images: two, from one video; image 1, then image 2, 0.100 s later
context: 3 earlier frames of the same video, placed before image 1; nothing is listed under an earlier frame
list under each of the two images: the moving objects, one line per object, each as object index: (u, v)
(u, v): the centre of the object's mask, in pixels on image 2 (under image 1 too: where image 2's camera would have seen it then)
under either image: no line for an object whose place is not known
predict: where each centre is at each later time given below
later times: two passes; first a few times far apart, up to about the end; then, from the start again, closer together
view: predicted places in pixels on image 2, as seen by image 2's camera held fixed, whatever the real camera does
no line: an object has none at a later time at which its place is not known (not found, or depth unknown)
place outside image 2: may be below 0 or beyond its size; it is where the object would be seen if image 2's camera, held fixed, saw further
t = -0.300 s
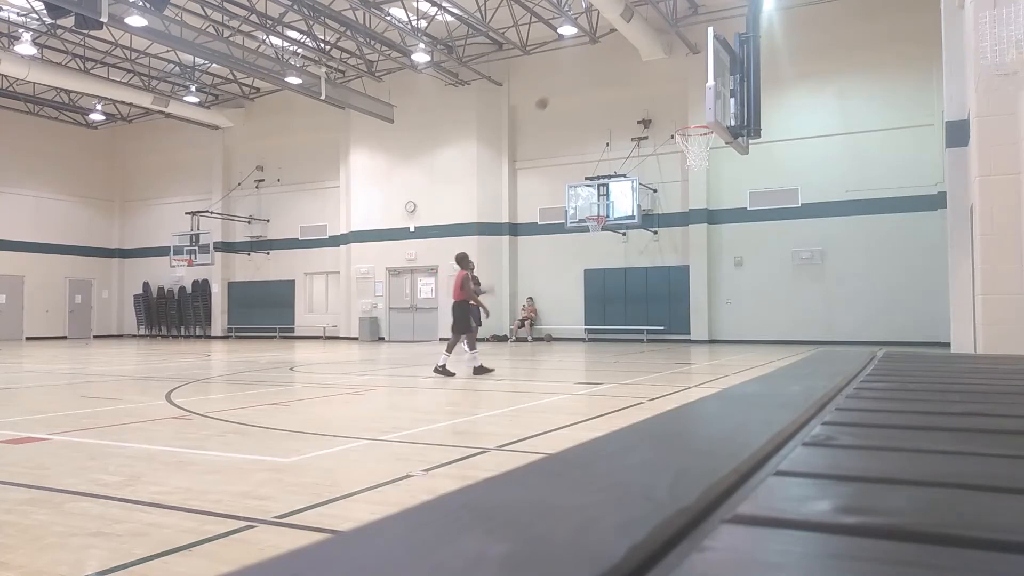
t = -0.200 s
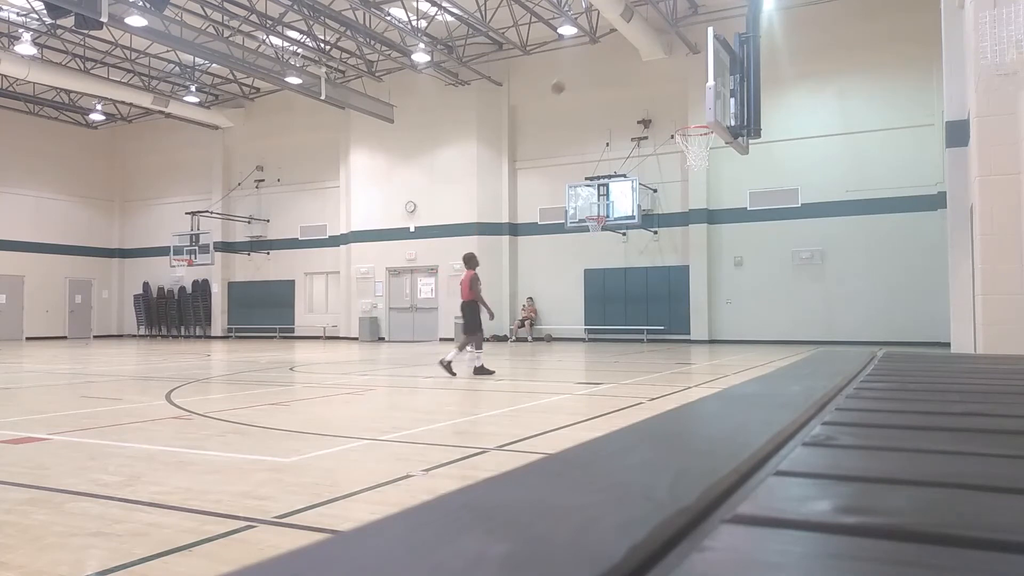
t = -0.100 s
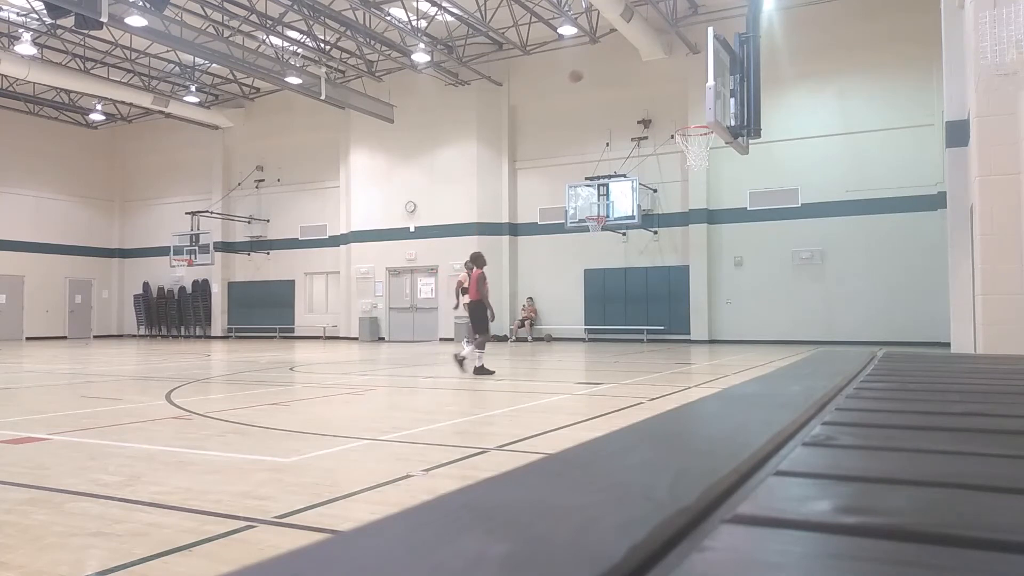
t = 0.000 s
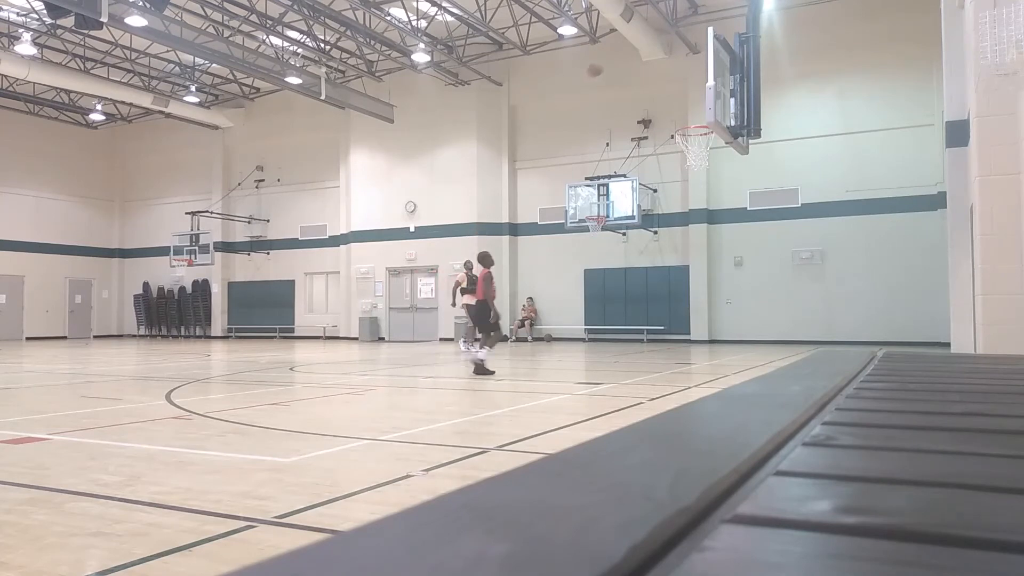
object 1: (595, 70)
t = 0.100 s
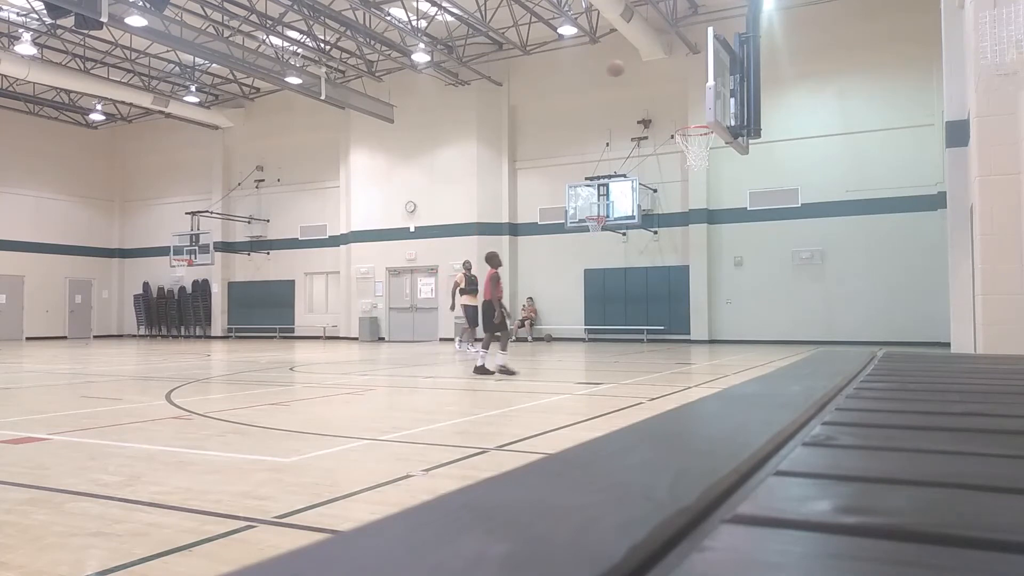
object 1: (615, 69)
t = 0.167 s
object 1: (630, 72)
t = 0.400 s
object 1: (689, 113)
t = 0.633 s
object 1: (689, 157)
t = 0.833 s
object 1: (692, 178)
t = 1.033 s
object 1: (698, 230)
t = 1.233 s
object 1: (705, 319)
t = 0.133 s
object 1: (623, 70)
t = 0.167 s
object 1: (630, 72)
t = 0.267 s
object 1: (654, 83)
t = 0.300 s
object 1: (663, 90)
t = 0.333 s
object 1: (672, 96)
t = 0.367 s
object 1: (680, 104)
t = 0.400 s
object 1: (689, 113)
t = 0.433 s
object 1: (698, 121)
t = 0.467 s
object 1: (699, 132)
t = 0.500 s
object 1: (689, 142)
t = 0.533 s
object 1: (687, 145)
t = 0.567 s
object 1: (686, 152)
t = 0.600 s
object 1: (688, 153)
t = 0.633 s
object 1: (689, 157)
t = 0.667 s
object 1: (688, 157)
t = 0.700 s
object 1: (691, 160)
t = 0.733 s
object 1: (691, 164)
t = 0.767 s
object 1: (691, 169)
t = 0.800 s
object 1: (691, 171)
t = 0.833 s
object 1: (692, 178)
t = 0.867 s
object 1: (693, 185)
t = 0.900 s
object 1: (694, 193)
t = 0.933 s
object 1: (695, 201)
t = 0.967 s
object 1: (695, 211)
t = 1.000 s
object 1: (697, 219)
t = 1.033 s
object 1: (698, 230)
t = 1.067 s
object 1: (699, 244)
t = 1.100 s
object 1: (700, 256)
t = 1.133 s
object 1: (701, 269)
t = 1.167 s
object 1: (702, 284)
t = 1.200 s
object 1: (703, 300)
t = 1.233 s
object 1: (705, 319)
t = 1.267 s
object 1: (706, 335)
